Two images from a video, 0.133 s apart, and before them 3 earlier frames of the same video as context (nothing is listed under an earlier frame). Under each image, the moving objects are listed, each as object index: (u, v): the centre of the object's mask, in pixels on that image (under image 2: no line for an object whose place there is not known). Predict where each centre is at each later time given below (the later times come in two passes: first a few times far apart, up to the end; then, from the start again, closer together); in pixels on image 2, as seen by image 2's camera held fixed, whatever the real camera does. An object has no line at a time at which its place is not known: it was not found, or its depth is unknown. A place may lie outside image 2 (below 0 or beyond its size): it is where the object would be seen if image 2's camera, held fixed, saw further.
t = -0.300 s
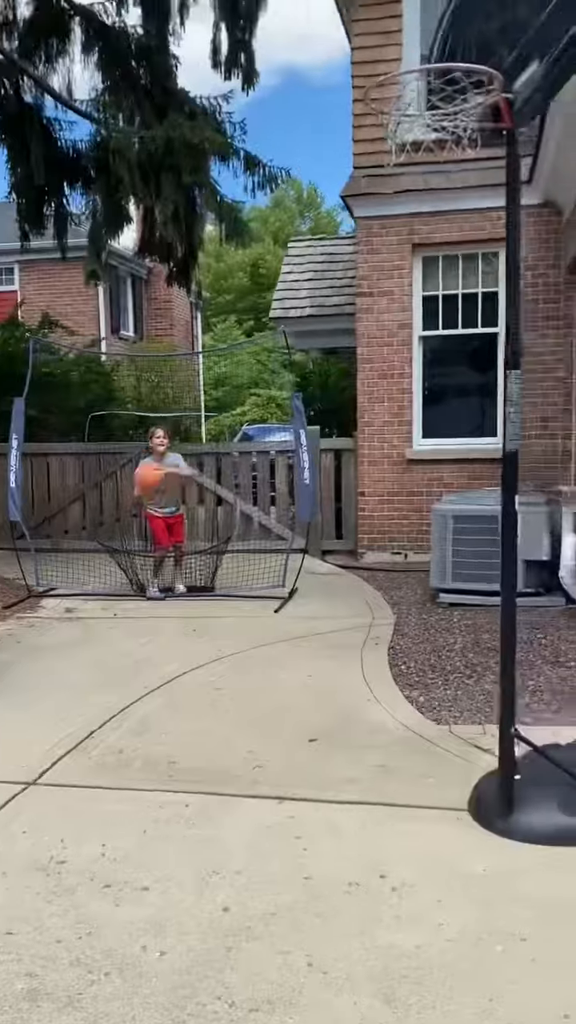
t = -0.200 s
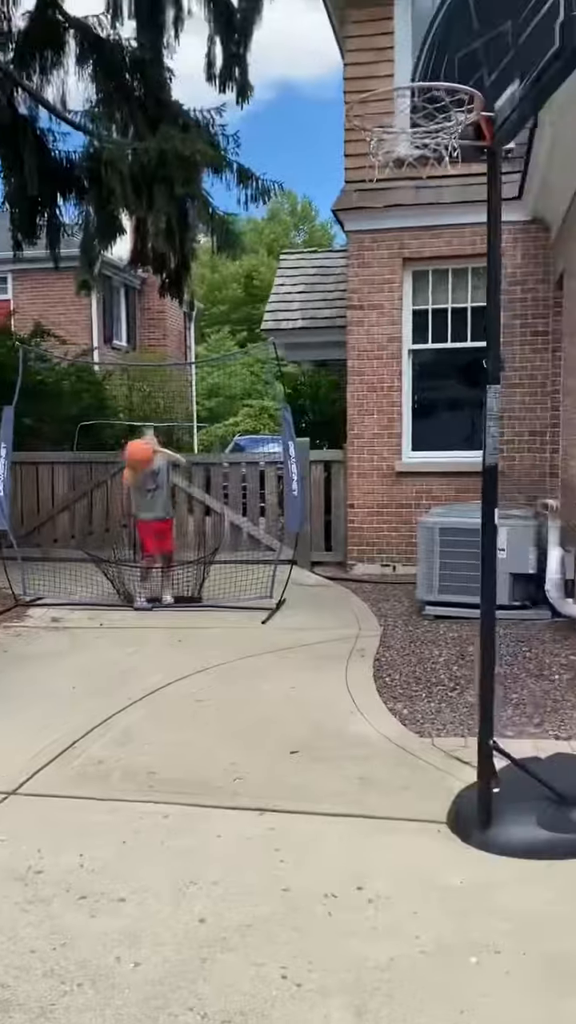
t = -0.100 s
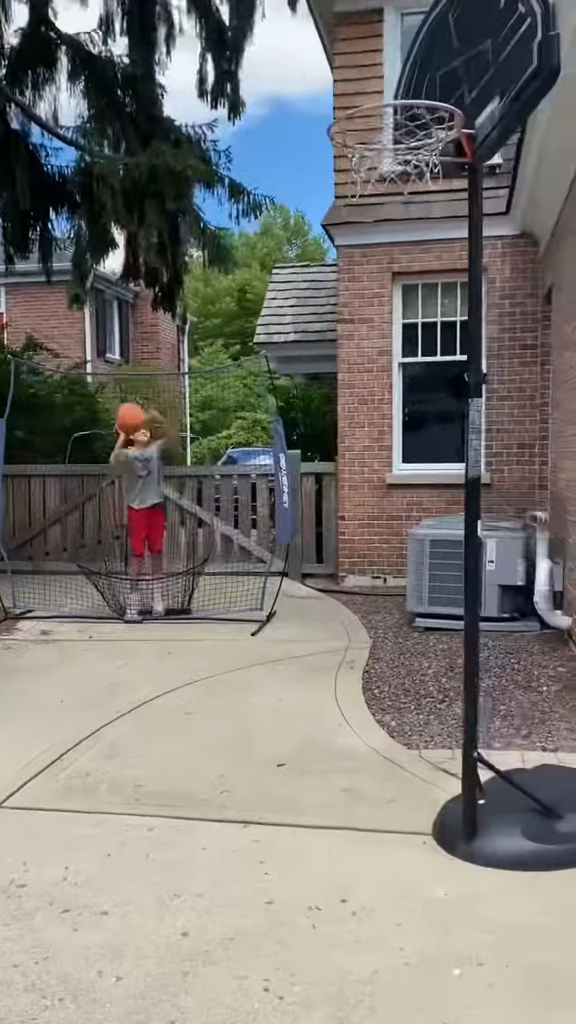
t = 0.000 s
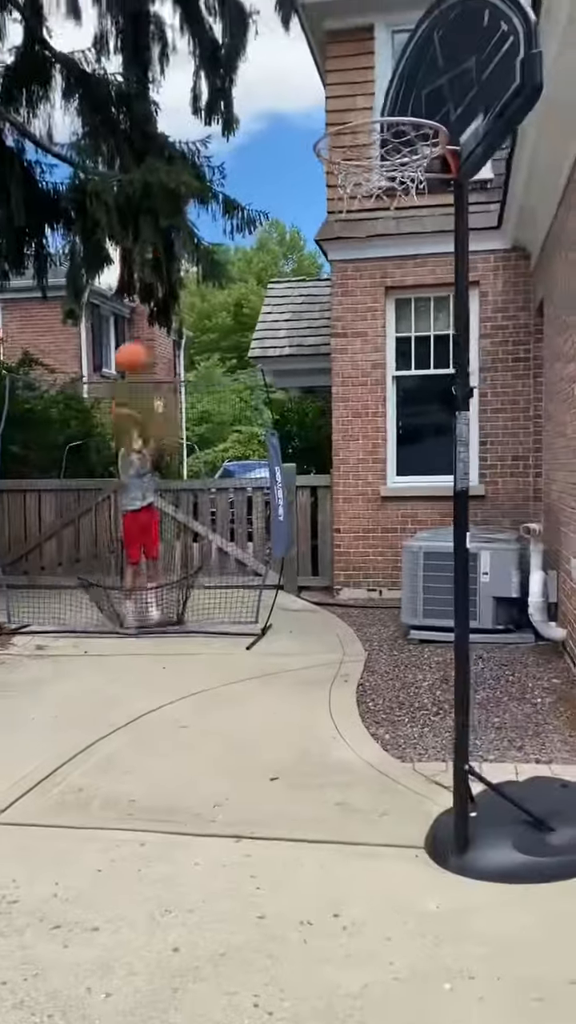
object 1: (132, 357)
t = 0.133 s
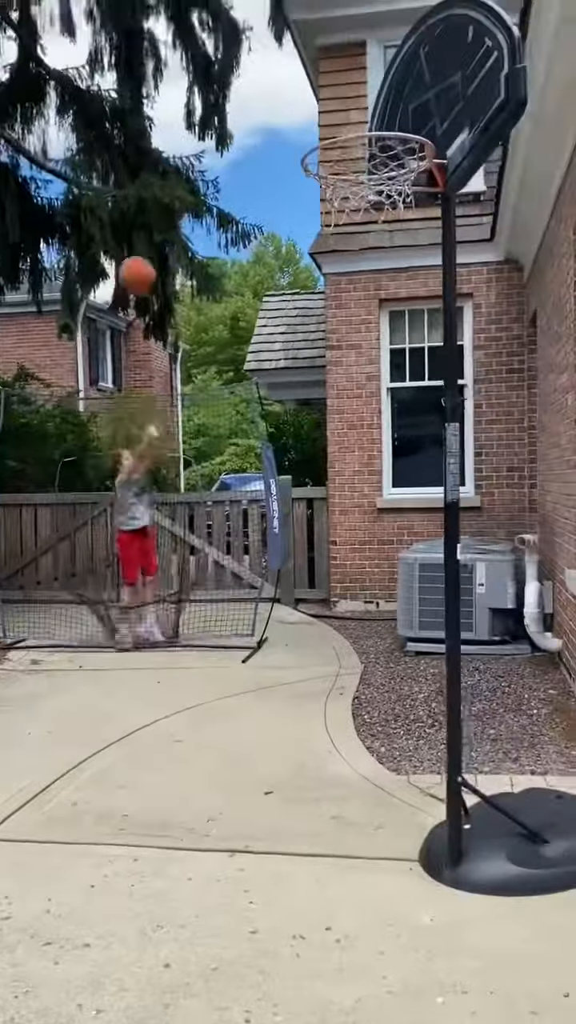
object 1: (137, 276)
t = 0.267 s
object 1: (150, 188)
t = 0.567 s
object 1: (203, 49)
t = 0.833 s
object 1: (291, 55)
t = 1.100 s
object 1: (363, 149)
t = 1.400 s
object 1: (386, 257)
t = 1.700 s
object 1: (365, 578)
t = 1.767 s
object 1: (363, 673)
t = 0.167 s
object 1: (140, 256)
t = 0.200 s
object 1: (143, 231)
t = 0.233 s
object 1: (146, 209)
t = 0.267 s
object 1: (150, 188)
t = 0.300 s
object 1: (156, 168)
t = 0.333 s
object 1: (160, 150)
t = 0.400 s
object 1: (171, 115)
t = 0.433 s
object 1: (176, 99)
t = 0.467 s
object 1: (182, 85)
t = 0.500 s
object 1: (188, 71)
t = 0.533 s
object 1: (196, 59)
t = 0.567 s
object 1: (203, 49)
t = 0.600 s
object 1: (212, 42)
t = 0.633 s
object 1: (221, 36)
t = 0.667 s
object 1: (230, 32)
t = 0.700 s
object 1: (240, 30)
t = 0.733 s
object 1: (250, 32)
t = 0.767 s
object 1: (263, 36)
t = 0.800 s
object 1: (277, 43)
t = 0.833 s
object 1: (291, 55)
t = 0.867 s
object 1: (306, 71)
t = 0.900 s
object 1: (322, 92)
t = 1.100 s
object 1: (363, 149)
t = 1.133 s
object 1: (362, 145)
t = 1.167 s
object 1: (373, 145)
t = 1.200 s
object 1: (386, 150)
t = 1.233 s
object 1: (397, 163)
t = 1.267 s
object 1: (400, 174)
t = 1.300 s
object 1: (396, 191)
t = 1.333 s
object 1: (392, 210)
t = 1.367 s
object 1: (389, 231)
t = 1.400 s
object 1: (386, 257)
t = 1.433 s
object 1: (383, 284)
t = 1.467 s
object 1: (379, 312)
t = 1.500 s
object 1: (375, 346)
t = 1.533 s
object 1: (374, 381)
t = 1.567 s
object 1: (372, 417)
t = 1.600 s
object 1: (368, 456)
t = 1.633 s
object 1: (367, 495)
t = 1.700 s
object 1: (365, 578)
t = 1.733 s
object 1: (363, 630)
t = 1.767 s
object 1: (363, 673)
